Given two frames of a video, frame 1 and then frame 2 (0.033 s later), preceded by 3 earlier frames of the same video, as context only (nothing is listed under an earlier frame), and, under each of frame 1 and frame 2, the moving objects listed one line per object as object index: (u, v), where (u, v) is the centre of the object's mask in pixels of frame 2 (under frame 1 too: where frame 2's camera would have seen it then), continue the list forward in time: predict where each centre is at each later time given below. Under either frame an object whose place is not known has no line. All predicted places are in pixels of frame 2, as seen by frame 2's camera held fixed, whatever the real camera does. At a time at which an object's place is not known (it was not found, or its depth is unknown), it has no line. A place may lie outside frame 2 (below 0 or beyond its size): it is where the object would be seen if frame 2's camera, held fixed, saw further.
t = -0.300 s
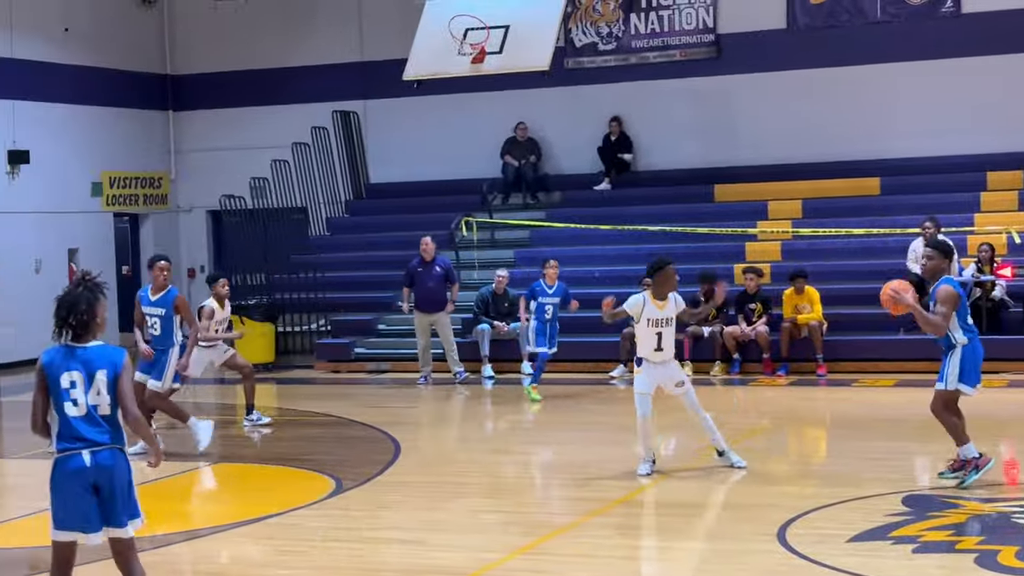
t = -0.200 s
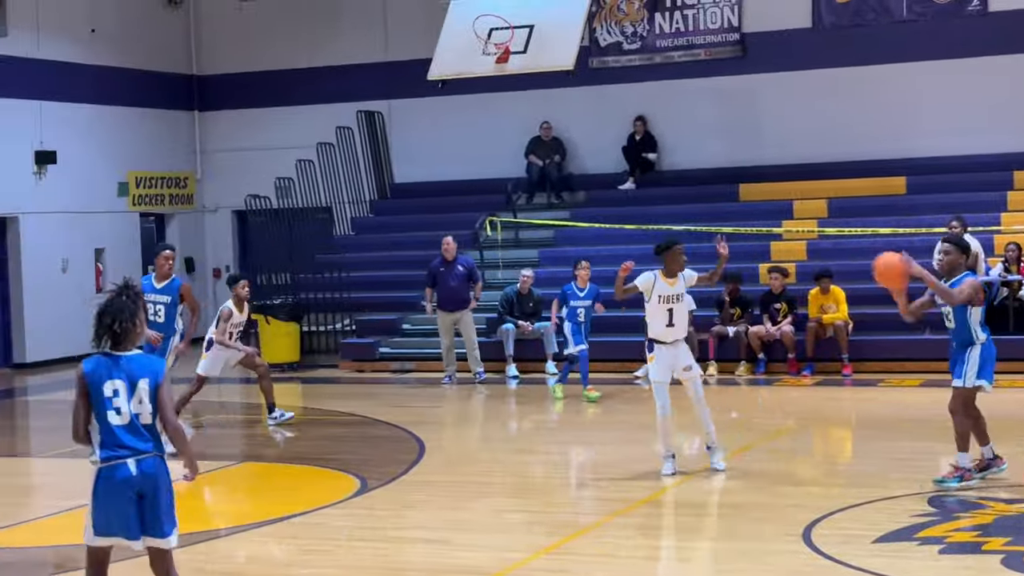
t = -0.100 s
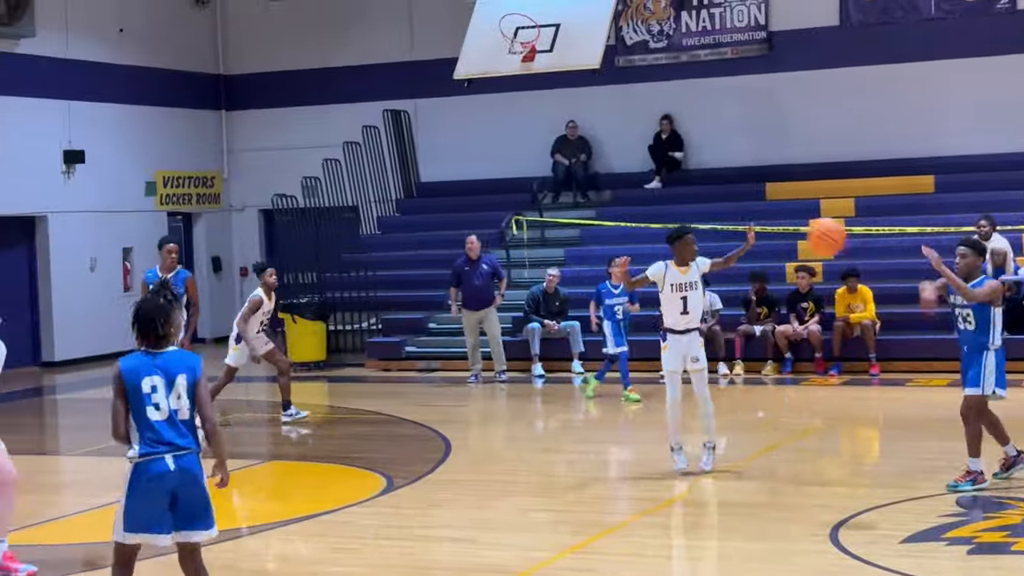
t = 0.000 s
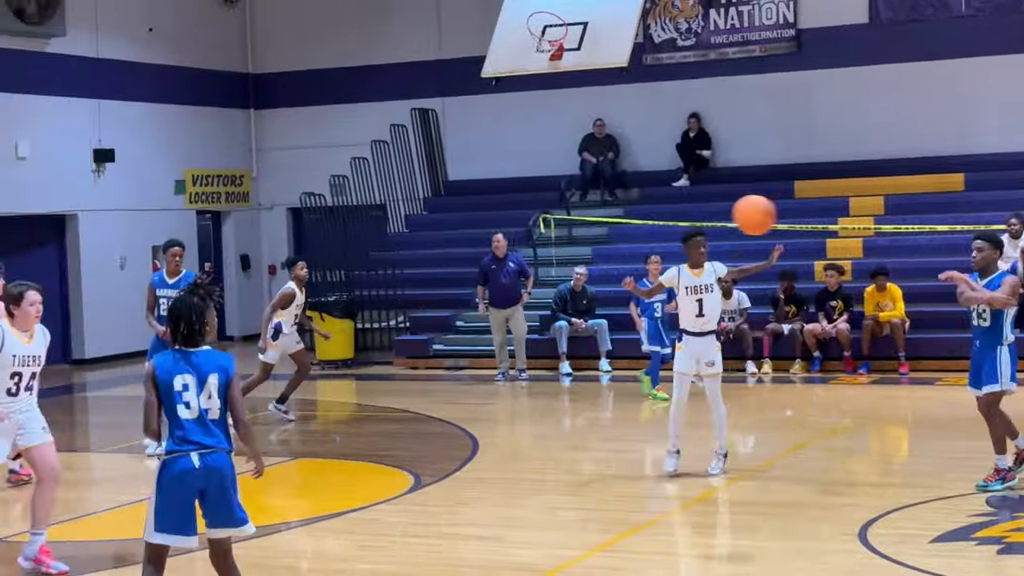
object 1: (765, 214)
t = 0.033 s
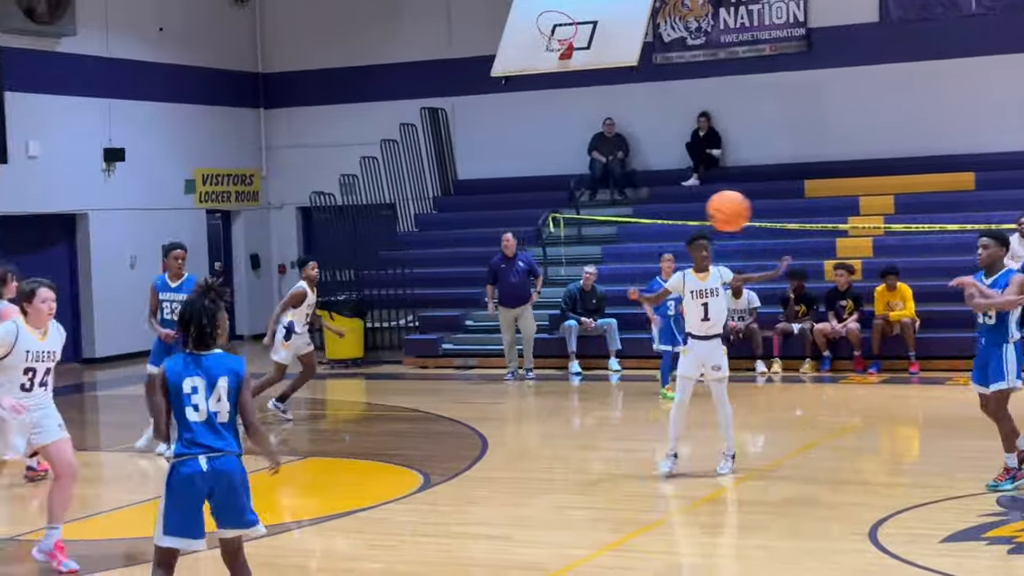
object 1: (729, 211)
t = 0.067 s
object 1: (691, 209)
